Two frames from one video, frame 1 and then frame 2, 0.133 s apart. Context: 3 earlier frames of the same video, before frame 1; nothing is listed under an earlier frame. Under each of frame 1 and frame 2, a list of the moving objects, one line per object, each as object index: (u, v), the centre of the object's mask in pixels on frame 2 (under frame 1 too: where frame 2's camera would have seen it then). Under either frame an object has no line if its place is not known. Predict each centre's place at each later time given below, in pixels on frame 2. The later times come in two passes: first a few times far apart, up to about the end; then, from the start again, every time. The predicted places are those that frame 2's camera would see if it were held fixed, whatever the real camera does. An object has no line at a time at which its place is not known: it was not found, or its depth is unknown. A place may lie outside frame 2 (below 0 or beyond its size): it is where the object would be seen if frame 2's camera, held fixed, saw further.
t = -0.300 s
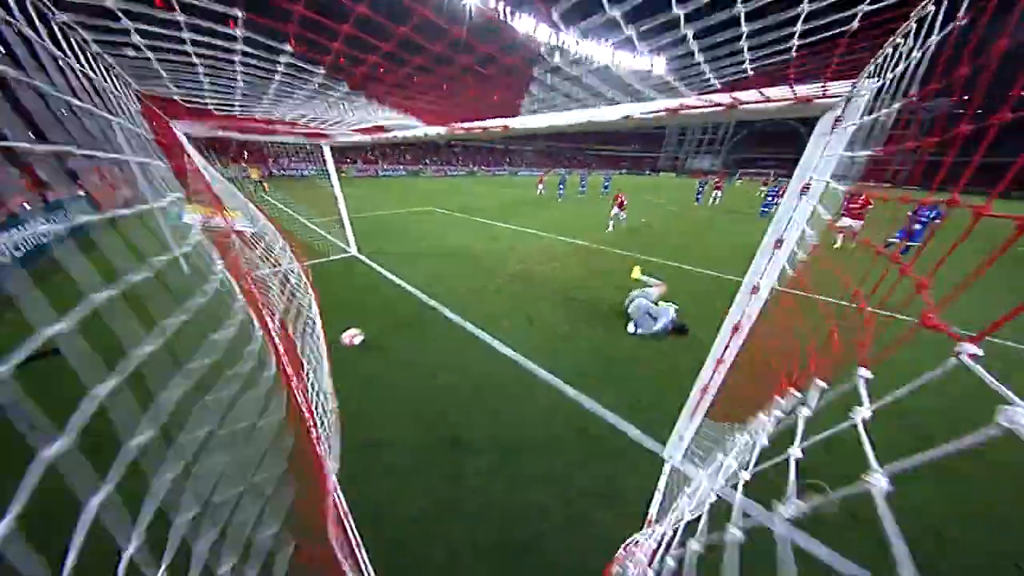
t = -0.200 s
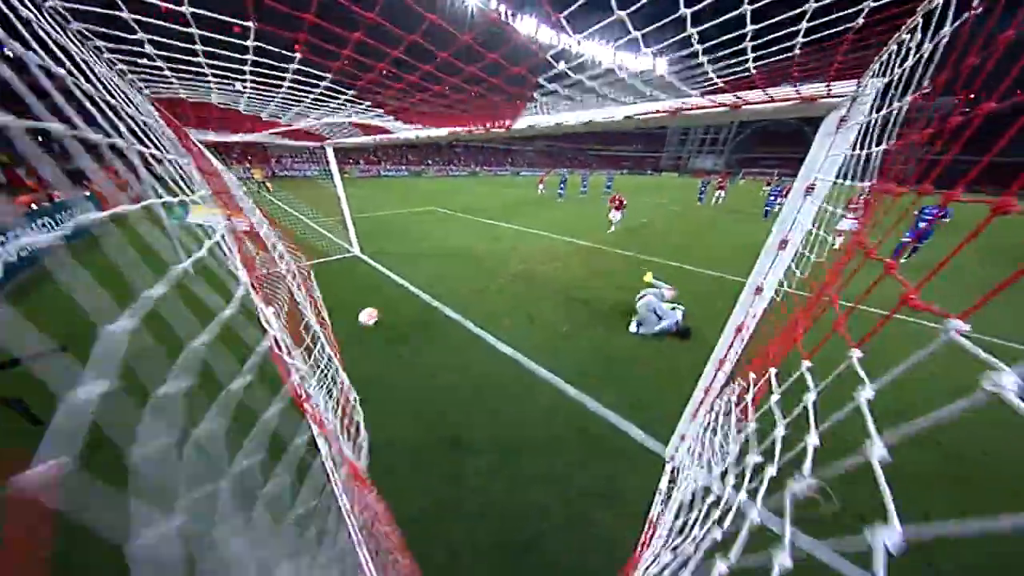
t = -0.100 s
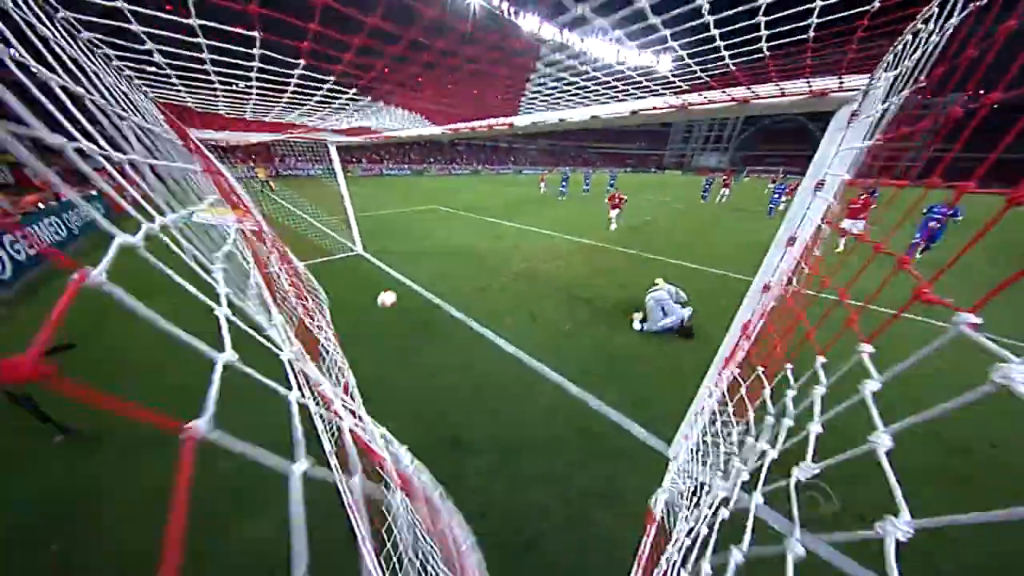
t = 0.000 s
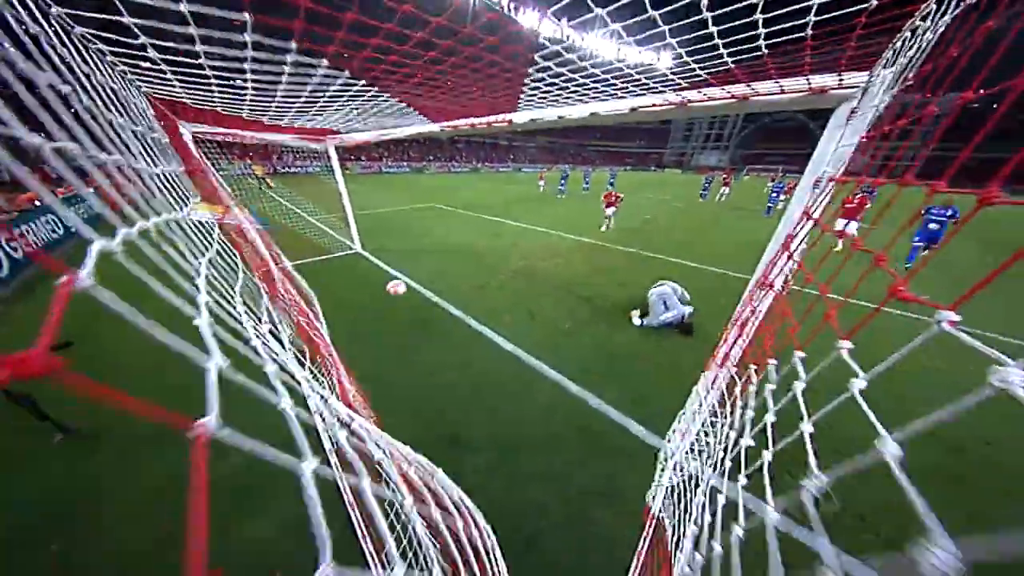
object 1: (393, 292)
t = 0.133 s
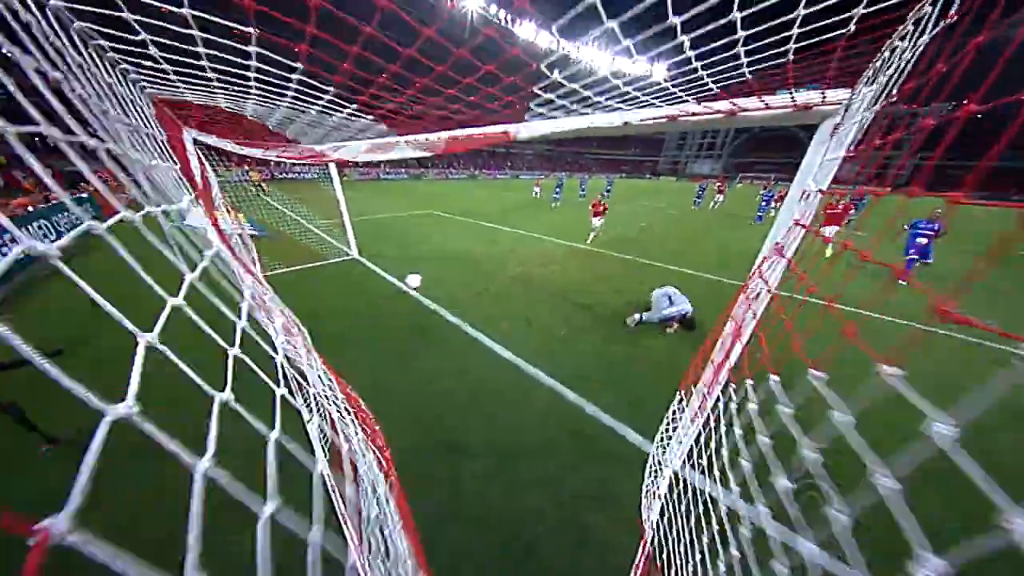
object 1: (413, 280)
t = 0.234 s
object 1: (423, 276)
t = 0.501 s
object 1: (455, 275)
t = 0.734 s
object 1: (477, 288)
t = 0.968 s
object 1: (491, 275)
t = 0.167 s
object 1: (417, 278)
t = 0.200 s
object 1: (420, 277)
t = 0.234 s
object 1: (423, 276)
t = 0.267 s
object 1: (429, 274)
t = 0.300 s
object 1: (433, 274)
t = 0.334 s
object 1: (435, 274)
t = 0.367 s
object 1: (439, 274)
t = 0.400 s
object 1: (444, 274)
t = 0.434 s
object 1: (448, 274)
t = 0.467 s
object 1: (450, 274)
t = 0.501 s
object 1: (455, 275)
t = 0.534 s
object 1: (458, 276)
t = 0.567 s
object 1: (461, 277)
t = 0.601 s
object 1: (463, 278)
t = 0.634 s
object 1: (468, 281)
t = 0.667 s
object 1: (470, 282)
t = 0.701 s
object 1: (472, 284)
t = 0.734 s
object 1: (477, 288)
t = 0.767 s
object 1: (480, 288)
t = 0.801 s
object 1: (482, 286)
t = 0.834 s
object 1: (483, 284)
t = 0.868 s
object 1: (487, 280)
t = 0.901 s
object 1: (488, 278)
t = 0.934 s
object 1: (490, 276)
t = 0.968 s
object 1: (491, 275)
